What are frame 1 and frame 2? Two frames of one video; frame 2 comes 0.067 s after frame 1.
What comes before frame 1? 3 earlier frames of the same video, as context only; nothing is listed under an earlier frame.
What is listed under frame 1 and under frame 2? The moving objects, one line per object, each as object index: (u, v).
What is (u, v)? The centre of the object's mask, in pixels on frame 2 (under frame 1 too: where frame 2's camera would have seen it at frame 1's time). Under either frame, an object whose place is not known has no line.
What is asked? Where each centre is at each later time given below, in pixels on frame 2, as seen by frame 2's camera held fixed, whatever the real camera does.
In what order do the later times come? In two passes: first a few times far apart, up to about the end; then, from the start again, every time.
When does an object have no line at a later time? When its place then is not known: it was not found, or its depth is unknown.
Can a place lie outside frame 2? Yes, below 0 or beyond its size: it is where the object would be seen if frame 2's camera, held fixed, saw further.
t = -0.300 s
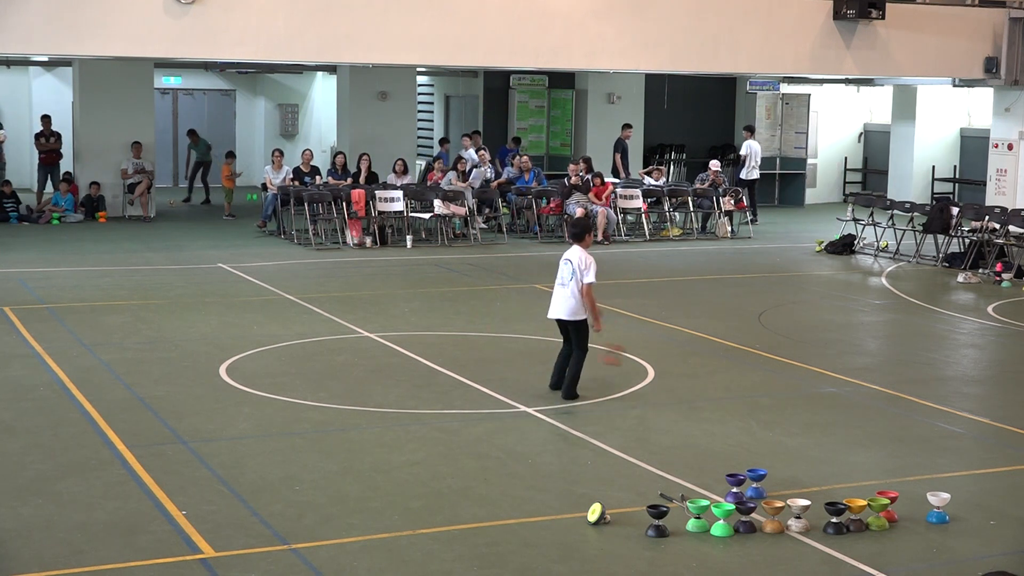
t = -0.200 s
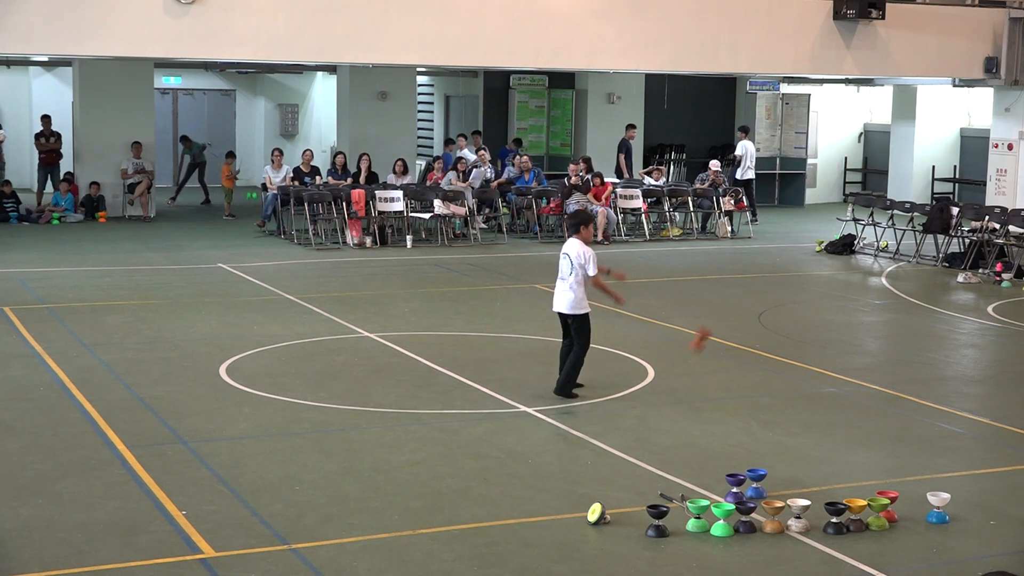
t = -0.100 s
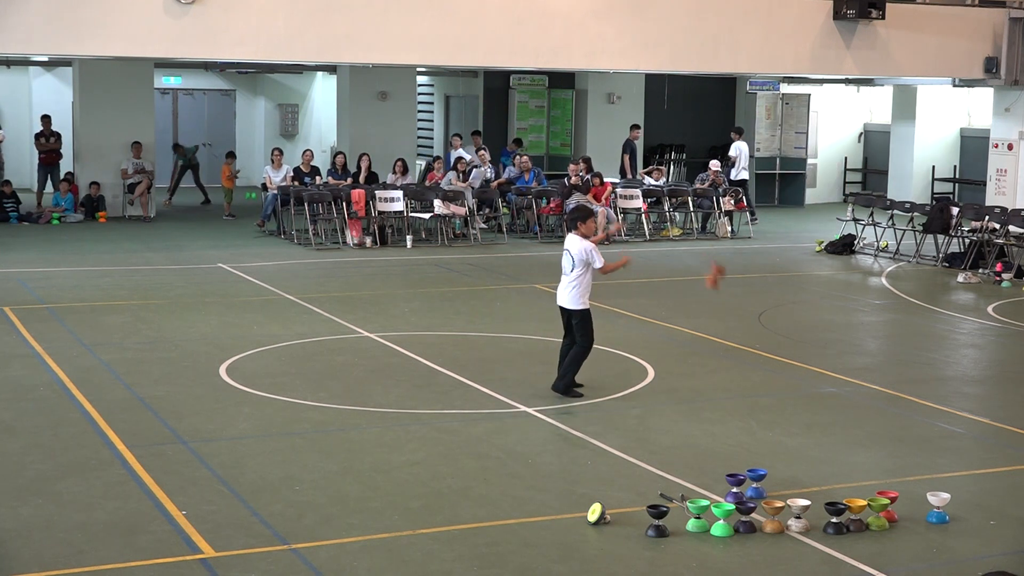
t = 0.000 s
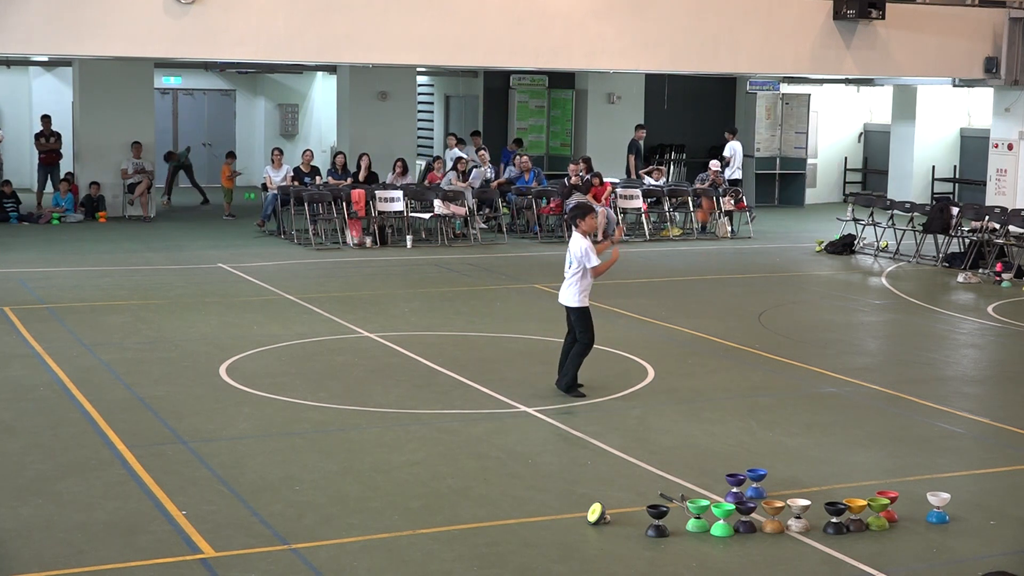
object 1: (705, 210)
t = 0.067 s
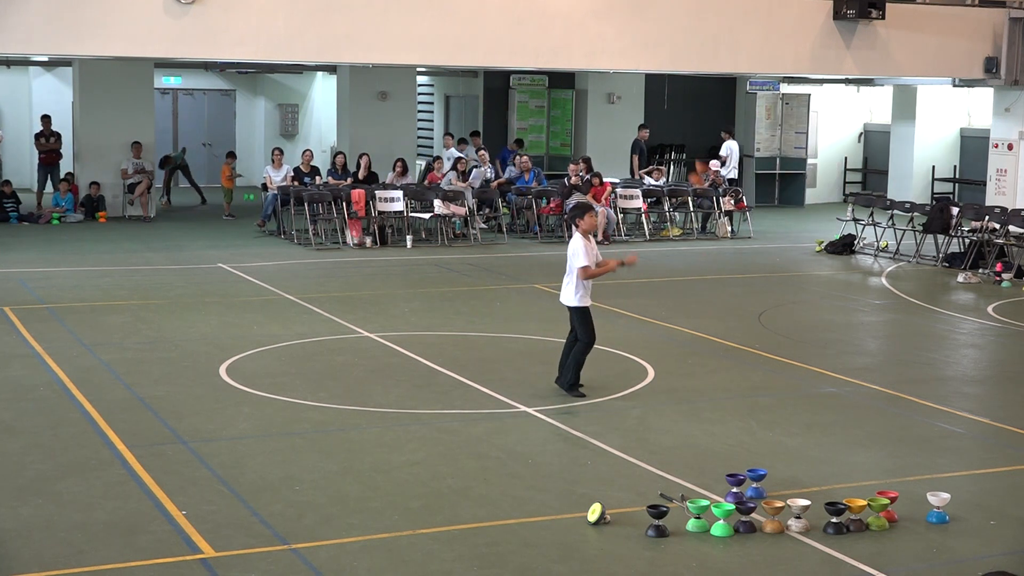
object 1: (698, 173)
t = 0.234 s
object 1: (683, 110)
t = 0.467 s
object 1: (657, 82)
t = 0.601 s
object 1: (642, 98)
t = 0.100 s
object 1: (696, 159)
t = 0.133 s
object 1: (693, 144)
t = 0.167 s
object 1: (689, 131)
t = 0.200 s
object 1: (686, 120)
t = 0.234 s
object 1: (683, 110)
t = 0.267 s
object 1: (680, 101)
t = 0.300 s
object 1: (676, 94)
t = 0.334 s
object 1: (676, 82)
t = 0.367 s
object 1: (668, 85)
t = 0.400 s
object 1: (665, 83)
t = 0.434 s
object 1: (661, 81)
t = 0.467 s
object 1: (657, 82)
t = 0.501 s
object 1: (654, 84)
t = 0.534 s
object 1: (650, 87)
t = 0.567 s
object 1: (647, 92)
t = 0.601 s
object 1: (642, 98)
